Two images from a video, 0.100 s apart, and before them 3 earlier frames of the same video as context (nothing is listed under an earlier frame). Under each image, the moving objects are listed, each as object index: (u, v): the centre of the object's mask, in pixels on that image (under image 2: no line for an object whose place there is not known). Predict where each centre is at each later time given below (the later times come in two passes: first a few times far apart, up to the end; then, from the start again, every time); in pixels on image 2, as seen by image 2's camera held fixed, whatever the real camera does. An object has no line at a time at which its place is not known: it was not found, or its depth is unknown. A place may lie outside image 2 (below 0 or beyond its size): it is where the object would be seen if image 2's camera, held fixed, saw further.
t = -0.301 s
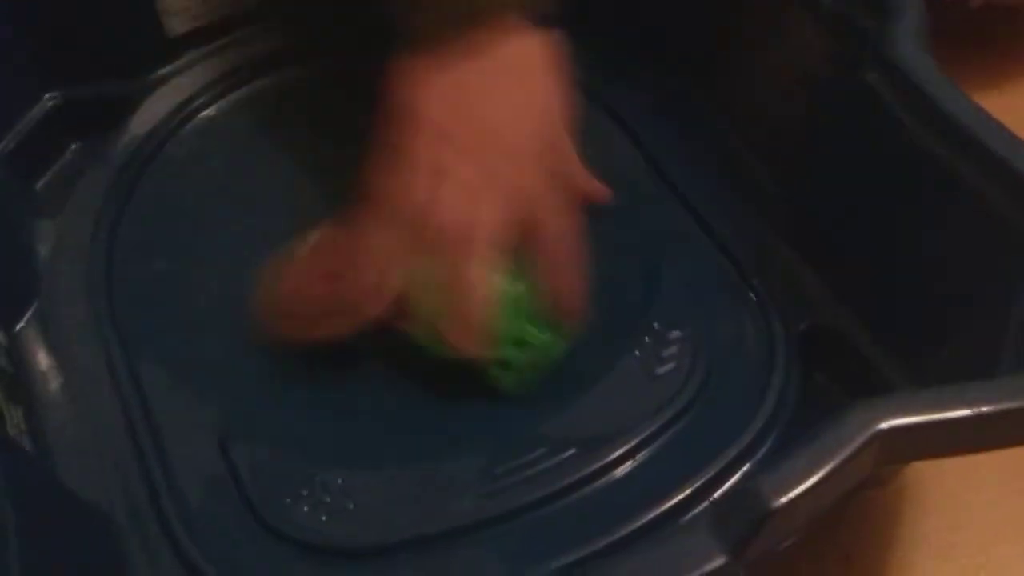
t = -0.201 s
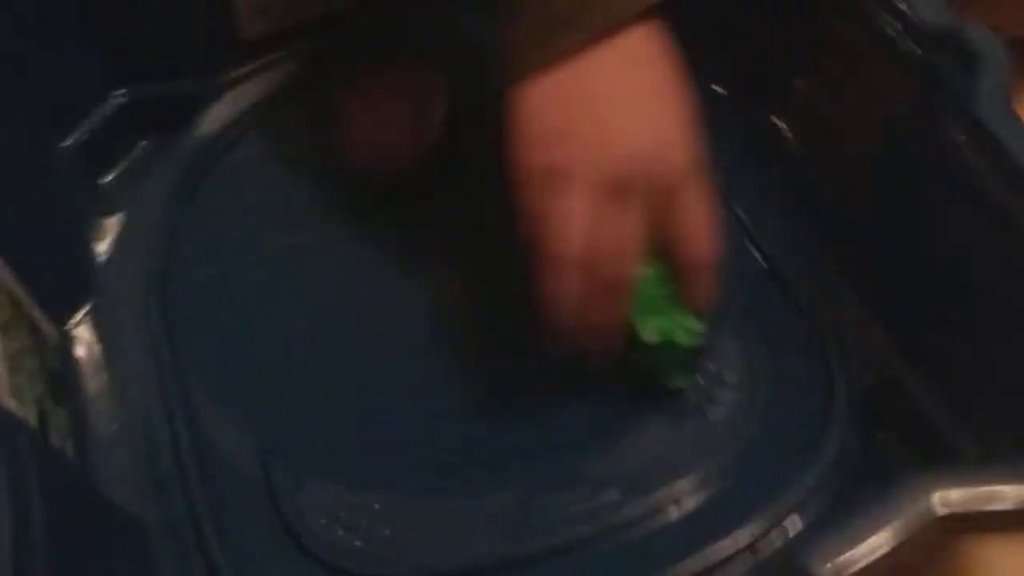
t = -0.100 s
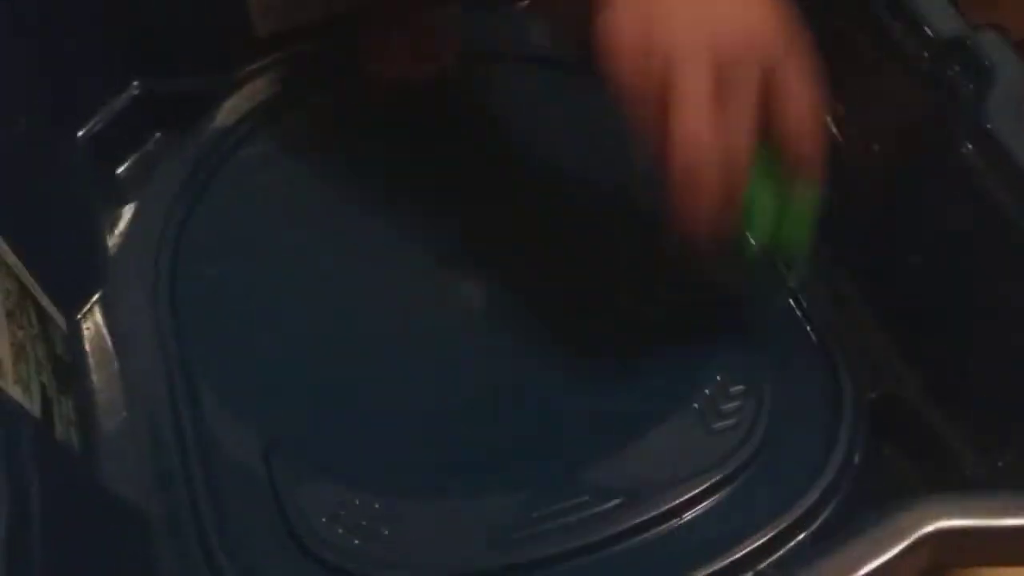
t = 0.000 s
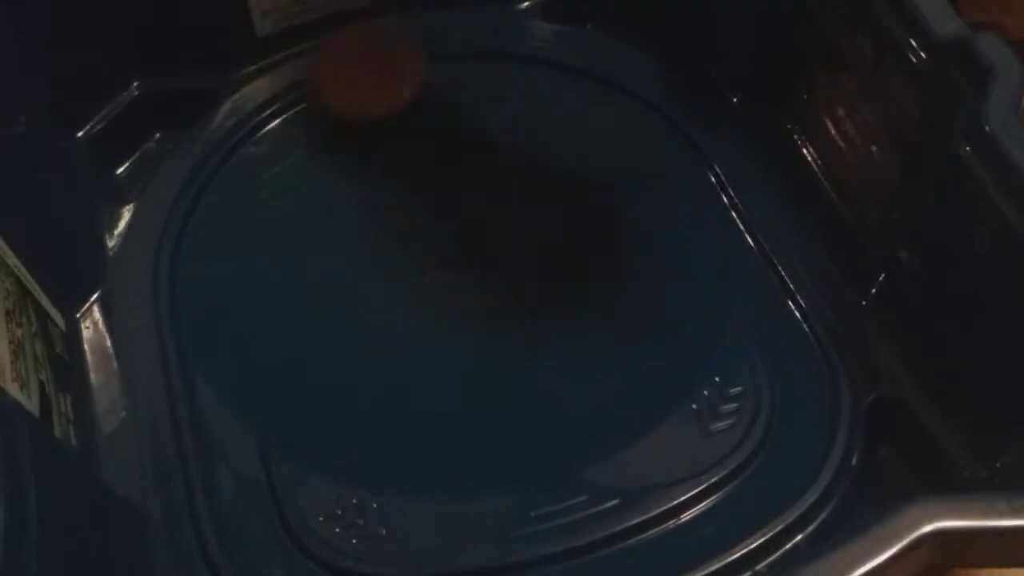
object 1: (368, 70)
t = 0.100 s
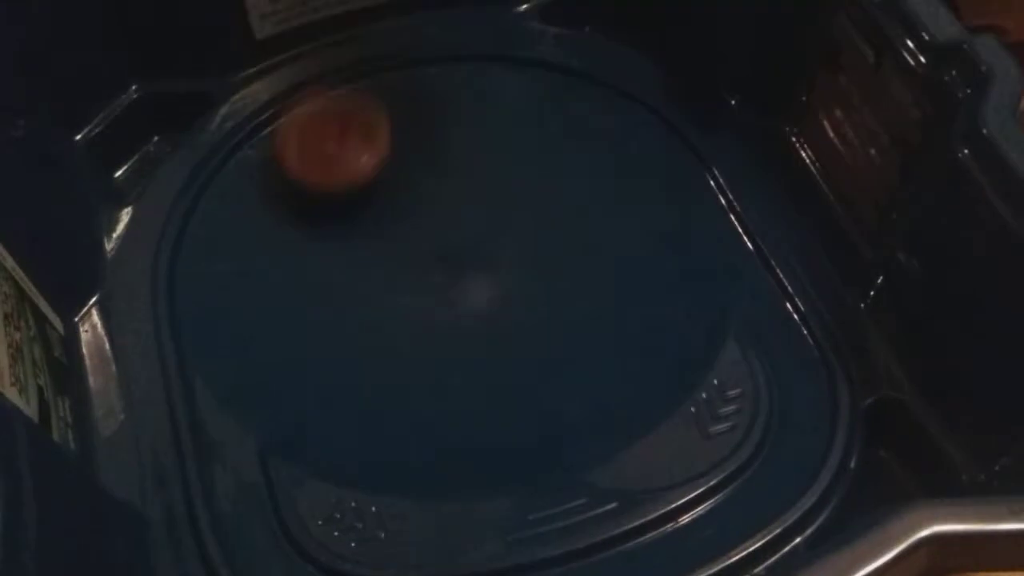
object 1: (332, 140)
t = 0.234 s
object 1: (352, 231)
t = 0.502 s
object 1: (561, 307)
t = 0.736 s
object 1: (665, 204)
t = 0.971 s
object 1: (567, 159)
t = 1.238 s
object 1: (467, 258)
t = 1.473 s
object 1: (477, 349)
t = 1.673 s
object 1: (536, 336)
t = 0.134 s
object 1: (330, 162)
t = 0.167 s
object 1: (333, 187)
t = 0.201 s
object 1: (341, 209)
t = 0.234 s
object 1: (352, 231)
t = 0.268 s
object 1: (368, 251)
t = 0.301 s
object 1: (388, 267)
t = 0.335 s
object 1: (411, 282)
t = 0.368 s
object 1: (437, 294)
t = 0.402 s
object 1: (464, 303)
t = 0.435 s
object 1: (495, 309)
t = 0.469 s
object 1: (527, 311)
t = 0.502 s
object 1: (561, 307)
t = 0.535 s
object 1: (592, 298)
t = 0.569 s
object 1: (617, 285)
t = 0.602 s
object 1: (637, 270)
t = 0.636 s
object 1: (653, 252)
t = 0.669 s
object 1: (663, 235)
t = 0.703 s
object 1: (666, 219)
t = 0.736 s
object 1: (665, 204)
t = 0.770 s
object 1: (659, 190)
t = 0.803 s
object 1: (650, 179)
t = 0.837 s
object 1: (638, 169)
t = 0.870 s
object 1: (623, 162)
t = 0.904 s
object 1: (605, 159)
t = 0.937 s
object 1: (587, 157)
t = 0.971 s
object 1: (567, 159)
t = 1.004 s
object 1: (548, 163)
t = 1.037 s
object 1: (527, 169)
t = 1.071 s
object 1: (507, 177)
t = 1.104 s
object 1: (488, 188)
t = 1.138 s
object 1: (473, 202)
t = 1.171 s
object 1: (466, 216)
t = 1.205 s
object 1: (468, 233)
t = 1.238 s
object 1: (467, 258)
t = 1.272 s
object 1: (459, 284)
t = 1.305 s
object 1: (452, 305)
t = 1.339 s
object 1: (451, 319)
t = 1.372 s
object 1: (453, 329)
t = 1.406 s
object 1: (458, 337)
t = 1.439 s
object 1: (467, 344)
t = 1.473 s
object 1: (477, 349)
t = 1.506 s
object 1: (487, 352)
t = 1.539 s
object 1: (499, 353)
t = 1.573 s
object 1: (509, 352)
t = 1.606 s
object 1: (520, 349)
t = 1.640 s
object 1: (530, 343)
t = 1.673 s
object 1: (536, 336)
